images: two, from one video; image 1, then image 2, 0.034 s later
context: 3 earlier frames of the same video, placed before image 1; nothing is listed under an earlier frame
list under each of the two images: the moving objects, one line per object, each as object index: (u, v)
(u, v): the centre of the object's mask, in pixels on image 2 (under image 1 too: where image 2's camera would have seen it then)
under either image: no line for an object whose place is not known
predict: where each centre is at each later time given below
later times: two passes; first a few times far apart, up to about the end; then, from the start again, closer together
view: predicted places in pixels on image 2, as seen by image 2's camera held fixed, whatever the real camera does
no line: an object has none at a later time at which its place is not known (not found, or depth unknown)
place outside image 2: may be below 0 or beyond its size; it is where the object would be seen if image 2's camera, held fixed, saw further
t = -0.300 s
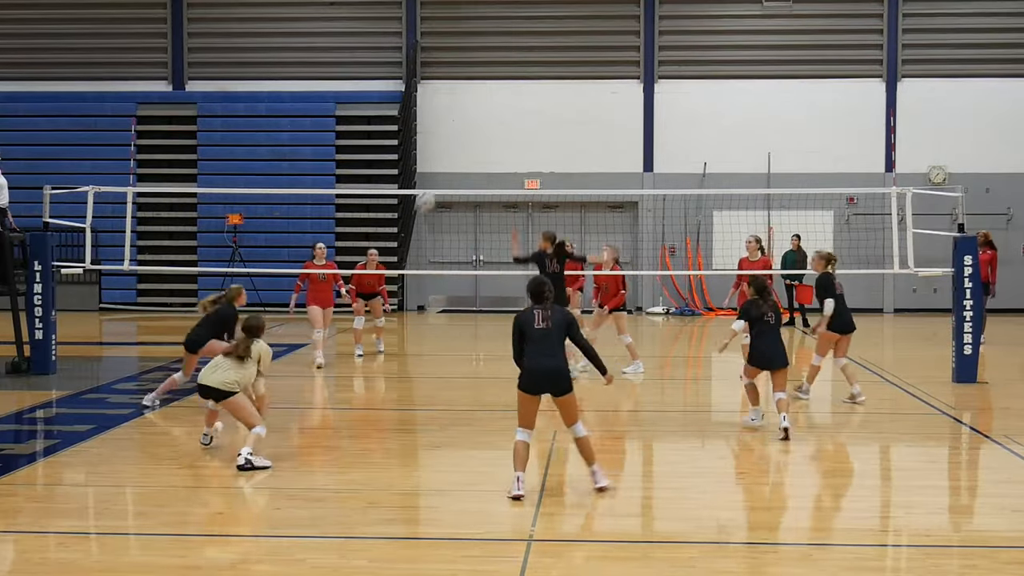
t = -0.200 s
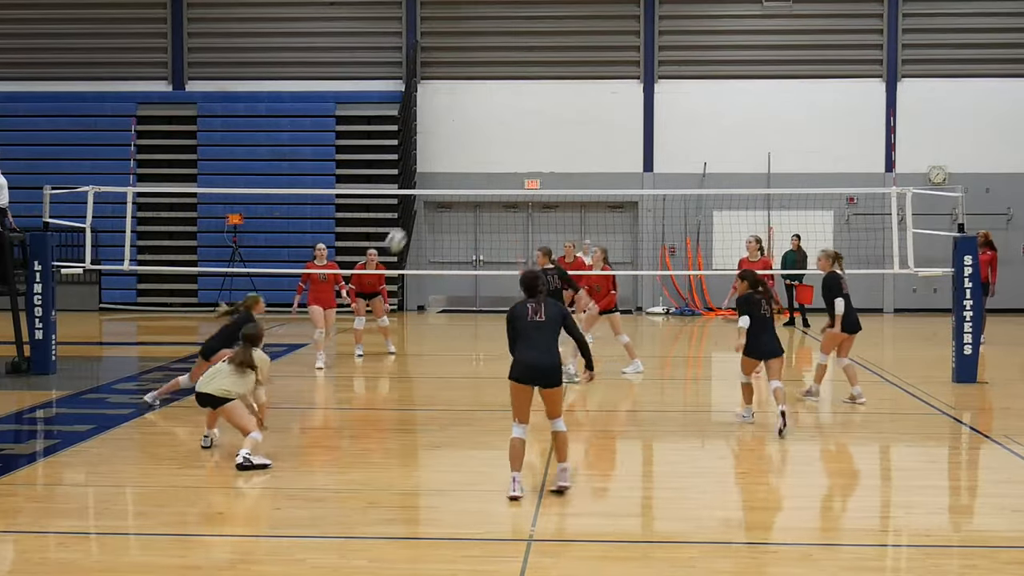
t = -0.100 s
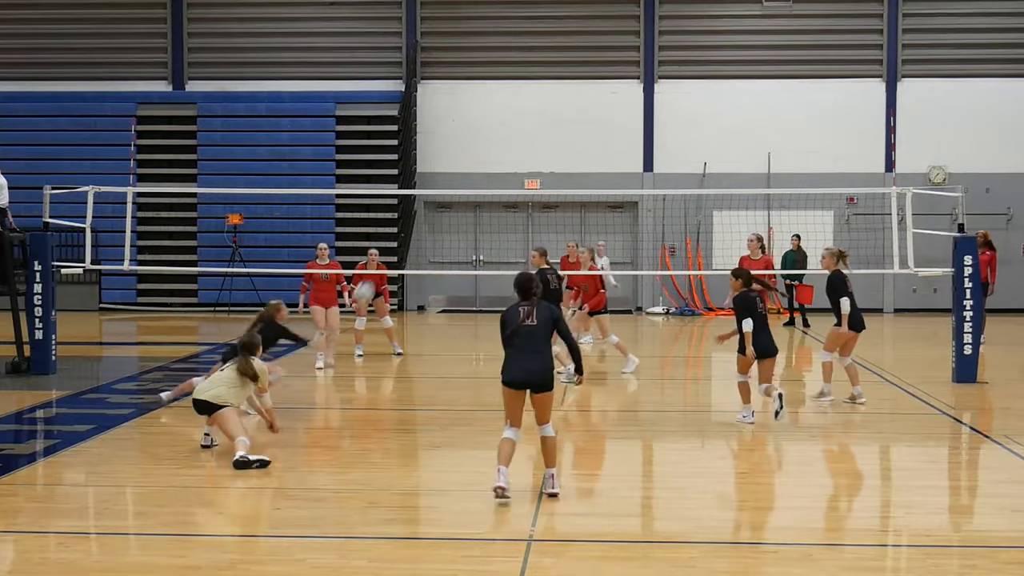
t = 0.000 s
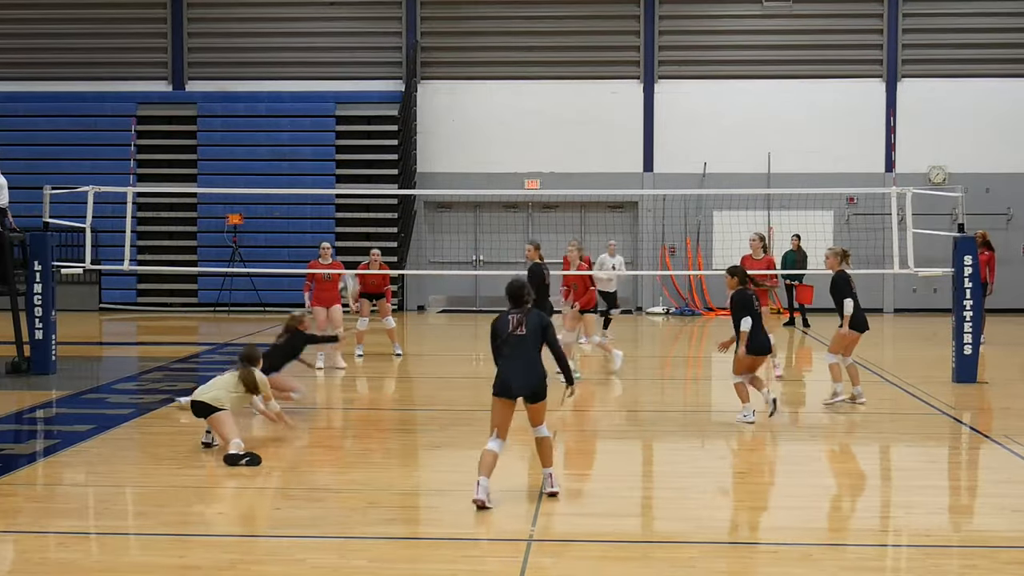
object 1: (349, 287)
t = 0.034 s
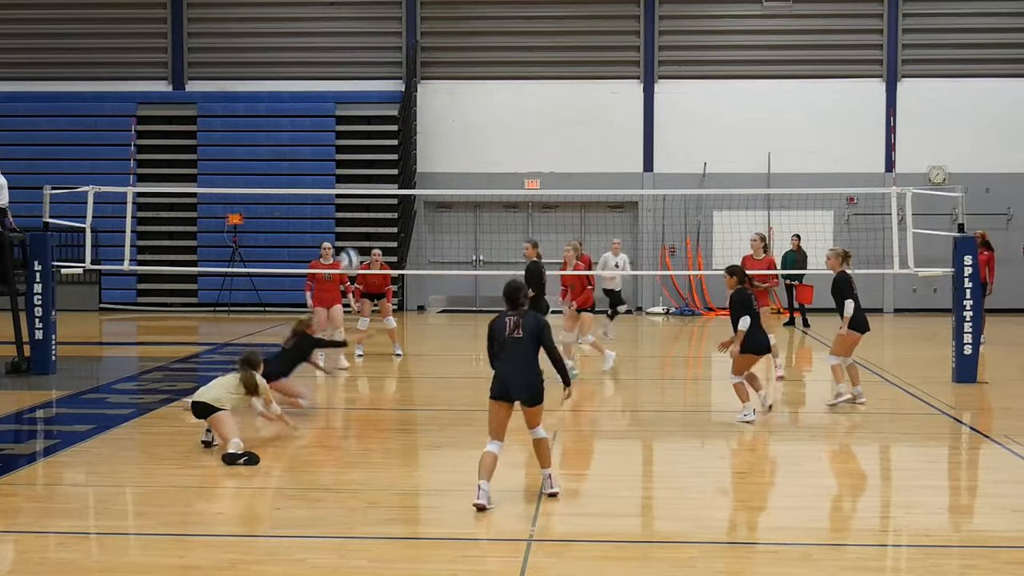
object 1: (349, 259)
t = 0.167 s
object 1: (350, 171)
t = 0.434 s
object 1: (350, 30)
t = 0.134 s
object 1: (351, 193)
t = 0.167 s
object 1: (350, 171)
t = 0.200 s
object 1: (351, 151)
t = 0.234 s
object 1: (351, 130)
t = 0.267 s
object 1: (351, 112)
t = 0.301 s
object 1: (352, 93)
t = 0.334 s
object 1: (352, 76)
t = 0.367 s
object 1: (351, 60)
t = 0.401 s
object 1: (351, 44)
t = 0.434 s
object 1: (350, 30)
